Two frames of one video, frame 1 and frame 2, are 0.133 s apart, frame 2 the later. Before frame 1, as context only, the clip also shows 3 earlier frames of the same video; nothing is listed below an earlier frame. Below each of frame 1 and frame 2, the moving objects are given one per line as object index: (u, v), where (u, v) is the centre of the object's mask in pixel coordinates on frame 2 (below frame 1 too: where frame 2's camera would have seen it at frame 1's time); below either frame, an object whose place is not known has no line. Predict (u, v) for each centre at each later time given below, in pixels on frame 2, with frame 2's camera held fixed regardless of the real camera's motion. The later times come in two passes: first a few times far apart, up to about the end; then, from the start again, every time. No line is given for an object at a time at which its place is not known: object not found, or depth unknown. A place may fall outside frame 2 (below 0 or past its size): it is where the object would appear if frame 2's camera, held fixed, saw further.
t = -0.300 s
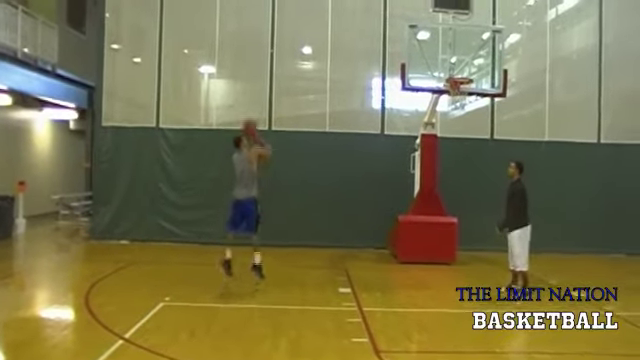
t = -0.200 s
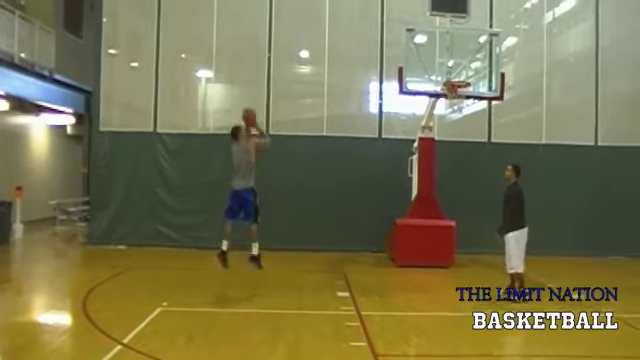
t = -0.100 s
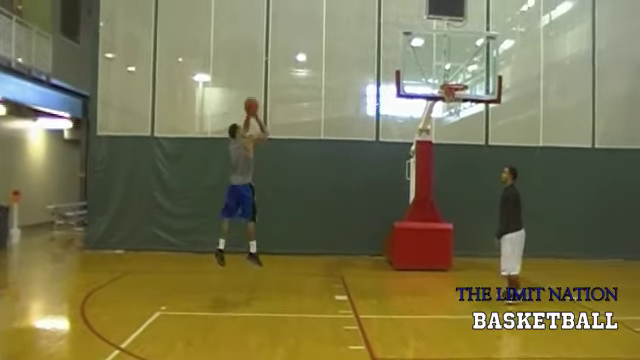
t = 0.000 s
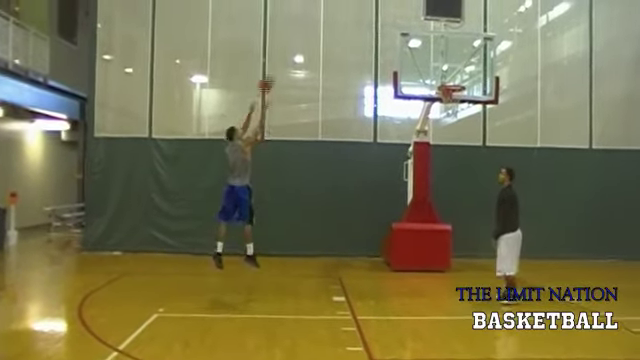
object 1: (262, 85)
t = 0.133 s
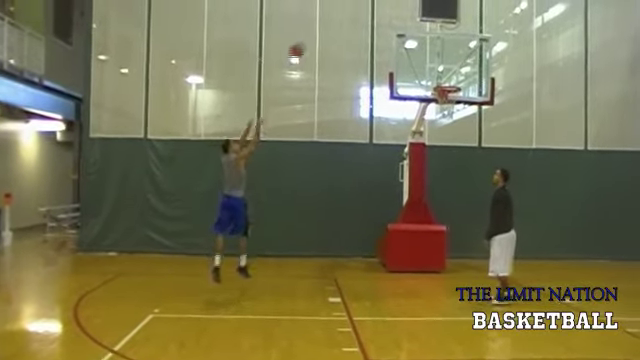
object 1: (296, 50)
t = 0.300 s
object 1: (336, 28)
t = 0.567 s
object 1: (396, 31)
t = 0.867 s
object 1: (446, 75)
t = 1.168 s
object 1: (440, 99)
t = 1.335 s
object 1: (449, 117)
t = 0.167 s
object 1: (304, 45)
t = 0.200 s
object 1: (313, 39)
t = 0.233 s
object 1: (321, 35)
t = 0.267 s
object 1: (329, 31)
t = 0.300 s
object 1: (336, 28)
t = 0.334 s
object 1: (344, 25)
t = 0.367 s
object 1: (352, 24)
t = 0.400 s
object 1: (359, 24)
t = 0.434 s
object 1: (367, 23)
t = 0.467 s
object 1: (374, 23)
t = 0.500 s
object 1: (382, 25)
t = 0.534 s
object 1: (389, 28)
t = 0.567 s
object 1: (396, 31)
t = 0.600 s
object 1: (402, 34)
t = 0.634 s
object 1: (409, 38)
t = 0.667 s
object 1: (416, 42)
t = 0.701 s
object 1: (423, 47)
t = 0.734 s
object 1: (429, 53)
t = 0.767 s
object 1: (434, 58)
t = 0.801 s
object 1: (437, 63)
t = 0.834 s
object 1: (442, 68)
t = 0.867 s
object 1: (446, 75)
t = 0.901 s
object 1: (450, 83)
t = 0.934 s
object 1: (452, 86)
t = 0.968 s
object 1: (452, 88)
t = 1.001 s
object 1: (450, 90)
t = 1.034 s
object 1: (441, 93)
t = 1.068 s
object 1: (440, 95)
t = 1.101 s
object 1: (440, 96)
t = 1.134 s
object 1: (440, 100)
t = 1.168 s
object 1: (440, 99)
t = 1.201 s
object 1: (441, 100)
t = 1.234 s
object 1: (442, 101)
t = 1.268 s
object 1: (443, 102)
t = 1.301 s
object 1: (447, 111)
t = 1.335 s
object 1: (449, 117)
